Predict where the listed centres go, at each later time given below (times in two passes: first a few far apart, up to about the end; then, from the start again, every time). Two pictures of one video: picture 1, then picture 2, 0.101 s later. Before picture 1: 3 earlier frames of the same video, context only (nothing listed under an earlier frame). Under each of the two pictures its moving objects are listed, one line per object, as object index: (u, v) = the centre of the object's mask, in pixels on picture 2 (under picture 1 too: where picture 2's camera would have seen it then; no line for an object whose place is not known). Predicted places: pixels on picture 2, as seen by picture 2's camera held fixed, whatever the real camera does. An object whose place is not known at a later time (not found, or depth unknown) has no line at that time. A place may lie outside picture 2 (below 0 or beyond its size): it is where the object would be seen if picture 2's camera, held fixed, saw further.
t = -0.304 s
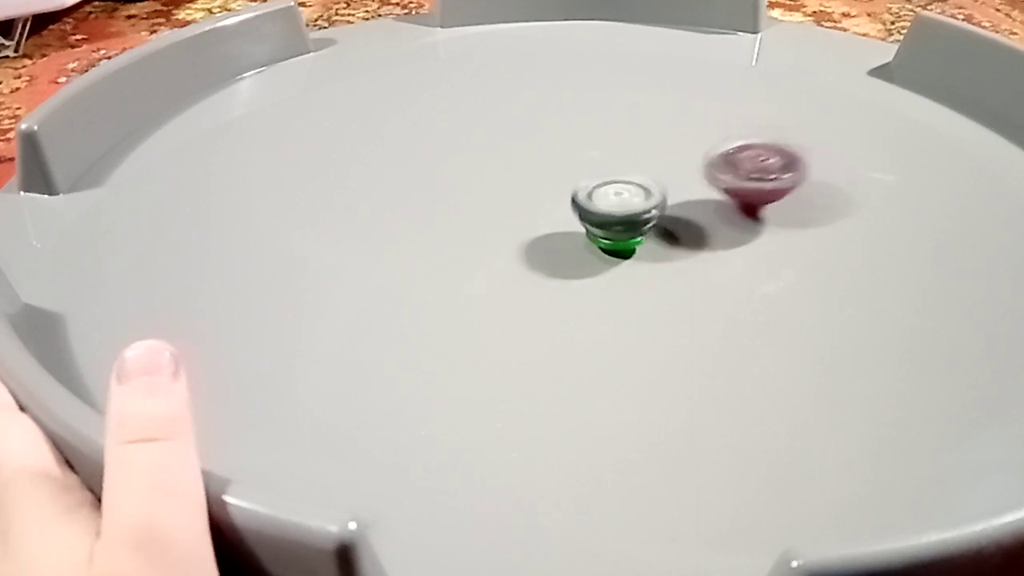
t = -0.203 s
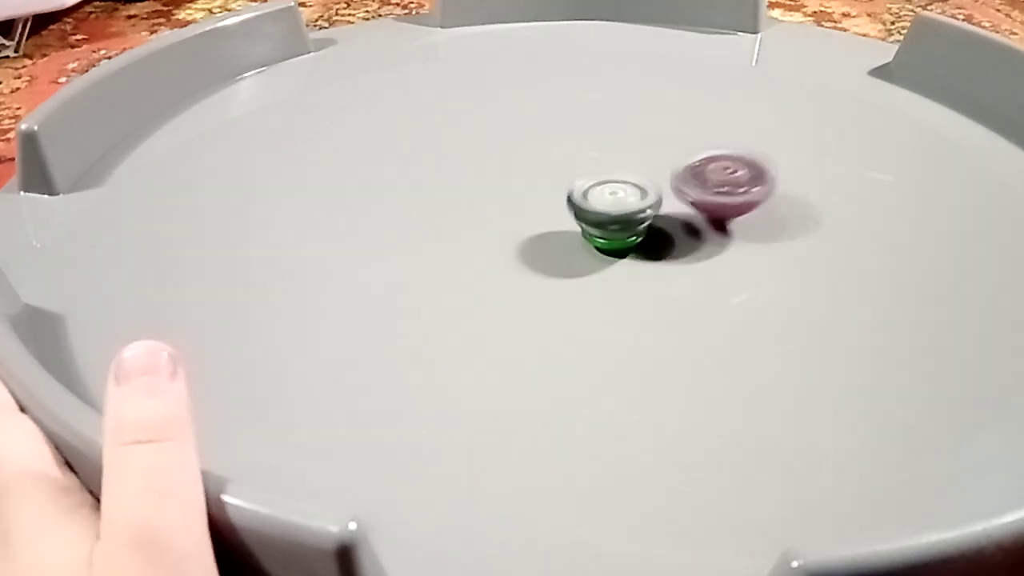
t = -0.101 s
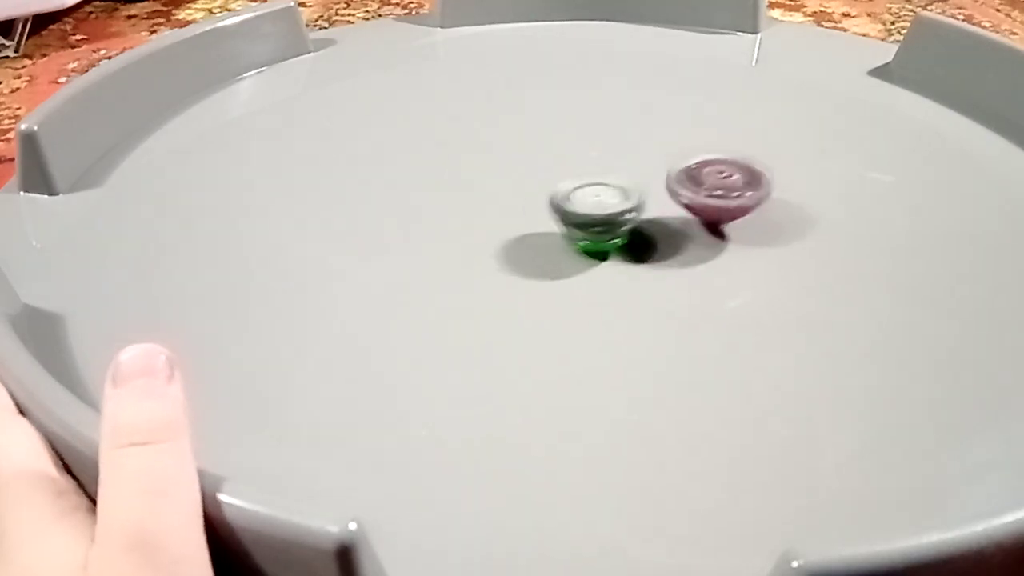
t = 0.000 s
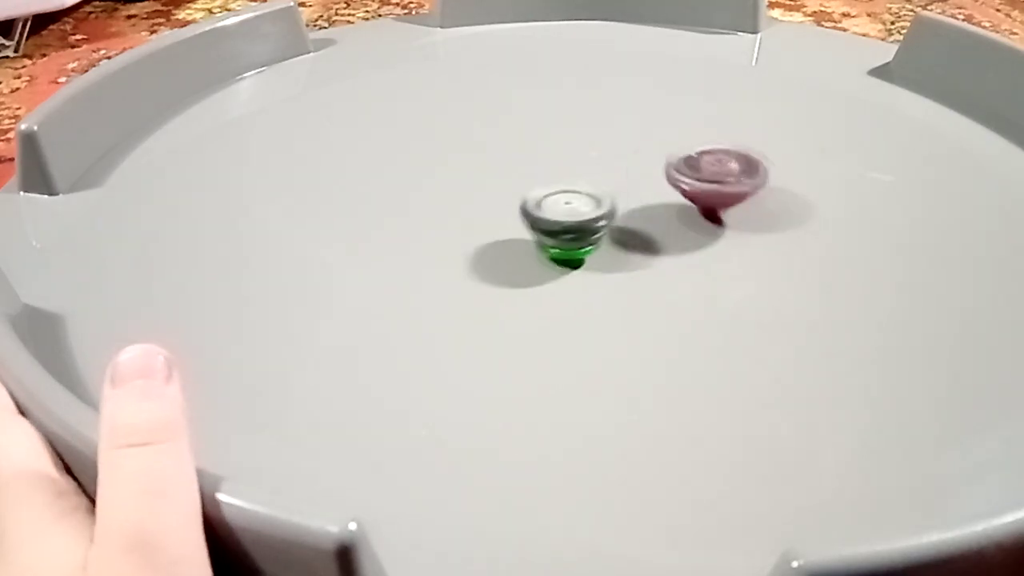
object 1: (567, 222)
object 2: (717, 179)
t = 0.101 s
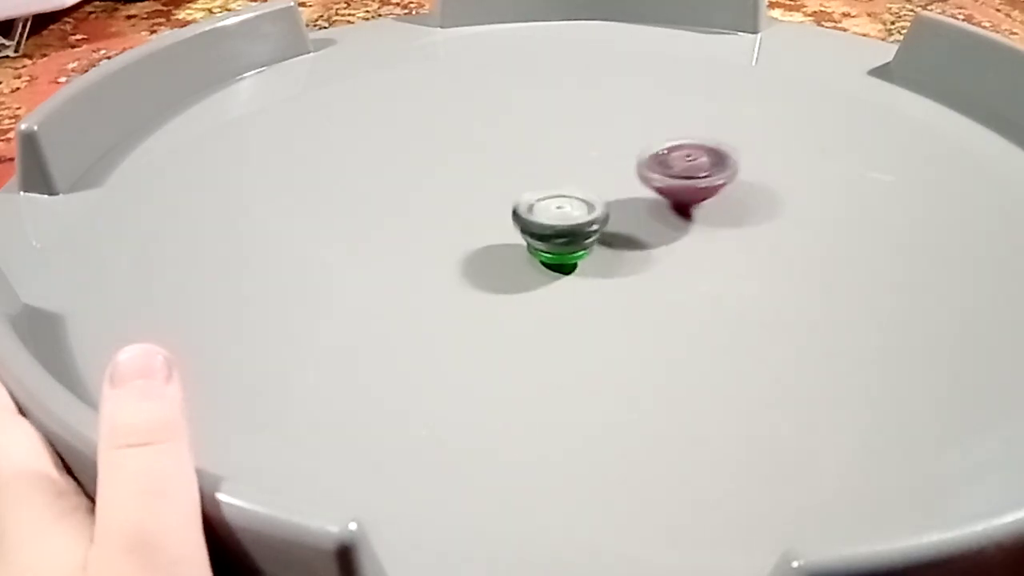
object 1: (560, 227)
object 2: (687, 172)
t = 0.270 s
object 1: (562, 227)
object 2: (653, 192)
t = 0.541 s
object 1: (443, 245)
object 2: (803, 153)
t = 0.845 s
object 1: (368, 217)
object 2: (819, 193)
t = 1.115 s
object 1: (354, 199)
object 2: (733, 193)
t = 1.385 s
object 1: (385, 187)
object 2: (607, 155)
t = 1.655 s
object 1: (447, 174)
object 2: (617, 158)
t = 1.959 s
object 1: (513, 167)
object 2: (623, 177)
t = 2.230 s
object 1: (525, 173)
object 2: (628, 214)
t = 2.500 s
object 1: (513, 164)
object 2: (612, 231)
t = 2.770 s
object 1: (535, 168)
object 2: (583, 236)
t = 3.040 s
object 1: (563, 173)
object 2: (643, 220)
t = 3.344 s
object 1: (554, 180)
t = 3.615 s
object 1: (577, 201)
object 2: (714, 218)
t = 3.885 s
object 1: (606, 218)
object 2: (704, 170)
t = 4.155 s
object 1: (631, 237)
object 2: (650, 171)
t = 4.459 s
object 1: (625, 289)
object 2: (705, 127)
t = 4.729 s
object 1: (591, 315)
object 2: (718, 117)
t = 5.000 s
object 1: (551, 315)
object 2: (641, 133)
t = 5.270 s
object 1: (518, 294)
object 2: (566, 169)
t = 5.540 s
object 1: (511, 259)
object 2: (576, 208)
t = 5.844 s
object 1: (490, 253)
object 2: (610, 175)
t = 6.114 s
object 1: (512, 234)
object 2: (623, 215)
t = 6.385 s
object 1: (531, 216)
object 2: (695, 196)
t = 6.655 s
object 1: (548, 207)
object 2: (692, 185)
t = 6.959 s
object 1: (597, 206)
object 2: (730, 204)
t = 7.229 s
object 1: (636, 209)
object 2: (732, 172)
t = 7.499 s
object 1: (642, 223)
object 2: (708, 174)
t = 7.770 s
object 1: (622, 236)
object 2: (752, 185)
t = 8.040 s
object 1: (587, 237)
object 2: (753, 172)
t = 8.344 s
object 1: (549, 221)
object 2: (679, 162)
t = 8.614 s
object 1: (506, 212)
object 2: (672, 181)
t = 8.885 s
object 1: (461, 214)
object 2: (710, 177)
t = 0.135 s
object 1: (561, 227)
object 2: (679, 174)
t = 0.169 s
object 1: (562, 228)
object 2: (671, 179)
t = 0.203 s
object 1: (563, 228)
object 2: (664, 183)
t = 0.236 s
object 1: (564, 227)
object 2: (656, 189)
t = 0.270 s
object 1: (562, 227)
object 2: (653, 192)
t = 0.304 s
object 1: (536, 232)
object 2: (678, 189)
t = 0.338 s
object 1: (516, 236)
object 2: (700, 183)
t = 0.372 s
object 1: (500, 239)
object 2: (722, 177)
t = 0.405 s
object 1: (486, 243)
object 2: (743, 171)
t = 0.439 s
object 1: (474, 244)
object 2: (762, 168)
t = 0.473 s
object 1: (463, 245)
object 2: (780, 163)
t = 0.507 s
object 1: (453, 246)
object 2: (793, 158)
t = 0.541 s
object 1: (443, 245)
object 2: (803, 153)
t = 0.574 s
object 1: (433, 242)
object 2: (807, 150)
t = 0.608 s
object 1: (423, 239)
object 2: (809, 151)
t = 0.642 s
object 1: (414, 237)
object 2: (813, 152)
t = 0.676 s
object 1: (407, 234)
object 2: (817, 155)
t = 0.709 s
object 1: (398, 231)
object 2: (819, 163)
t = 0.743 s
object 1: (390, 227)
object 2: (819, 169)
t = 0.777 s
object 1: (382, 224)
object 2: (817, 179)
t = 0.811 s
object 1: (375, 220)
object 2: (817, 187)
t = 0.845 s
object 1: (368, 217)
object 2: (819, 193)
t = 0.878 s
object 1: (361, 214)
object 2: (817, 199)
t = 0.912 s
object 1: (355, 210)
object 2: (811, 204)
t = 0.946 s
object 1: (350, 208)
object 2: (801, 206)
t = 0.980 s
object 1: (348, 207)
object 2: (788, 208)
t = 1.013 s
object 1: (348, 204)
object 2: (774, 207)
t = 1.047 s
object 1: (350, 201)
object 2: (758, 203)
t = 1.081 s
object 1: (351, 202)
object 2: (744, 199)
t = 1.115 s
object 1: (354, 199)
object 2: (733, 193)
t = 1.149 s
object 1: (356, 198)
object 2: (721, 187)
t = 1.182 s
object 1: (359, 196)
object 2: (710, 180)
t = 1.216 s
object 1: (363, 194)
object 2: (696, 173)
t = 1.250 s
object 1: (367, 193)
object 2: (680, 165)
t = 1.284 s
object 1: (371, 192)
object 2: (659, 160)
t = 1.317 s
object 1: (375, 190)
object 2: (640, 157)
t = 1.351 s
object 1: (379, 188)
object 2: (621, 156)
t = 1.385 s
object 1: (385, 187)
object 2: (607, 155)
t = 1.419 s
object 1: (390, 186)
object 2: (596, 155)
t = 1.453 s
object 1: (396, 185)
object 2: (590, 155)
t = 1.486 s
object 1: (402, 183)
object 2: (587, 155)
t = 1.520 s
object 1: (410, 183)
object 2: (587, 155)
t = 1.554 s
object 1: (418, 180)
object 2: (591, 156)
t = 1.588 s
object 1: (428, 179)
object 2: (599, 157)
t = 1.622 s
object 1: (437, 176)
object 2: (607, 157)
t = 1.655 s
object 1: (447, 174)
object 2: (617, 158)
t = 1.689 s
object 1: (456, 172)
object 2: (627, 159)
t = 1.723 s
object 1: (466, 171)
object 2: (635, 157)
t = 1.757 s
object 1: (475, 170)
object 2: (637, 155)
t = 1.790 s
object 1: (484, 169)
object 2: (638, 155)
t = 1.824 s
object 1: (494, 169)
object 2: (635, 156)
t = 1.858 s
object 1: (503, 169)
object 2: (630, 160)
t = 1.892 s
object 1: (514, 169)
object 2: (623, 165)
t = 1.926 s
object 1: (519, 169)
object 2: (616, 169)
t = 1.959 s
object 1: (513, 167)
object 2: (623, 177)
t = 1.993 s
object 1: (509, 166)
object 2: (630, 182)
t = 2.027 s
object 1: (508, 167)
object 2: (632, 190)
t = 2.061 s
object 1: (509, 167)
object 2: (632, 197)
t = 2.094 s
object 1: (511, 167)
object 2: (631, 203)
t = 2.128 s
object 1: (514, 168)
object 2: (629, 208)
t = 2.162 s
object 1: (517, 169)
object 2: (628, 211)
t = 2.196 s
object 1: (521, 171)
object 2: (628, 213)
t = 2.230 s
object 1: (525, 173)
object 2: (628, 214)
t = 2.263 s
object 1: (529, 175)
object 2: (627, 214)
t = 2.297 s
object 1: (533, 176)
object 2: (622, 212)
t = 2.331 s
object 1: (536, 178)
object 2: (614, 209)
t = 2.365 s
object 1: (534, 175)
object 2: (613, 212)
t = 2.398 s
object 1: (527, 171)
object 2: (615, 218)
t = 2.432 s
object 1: (521, 167)
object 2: (615, 224)
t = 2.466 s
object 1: (516, 164)
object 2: (614, 228)
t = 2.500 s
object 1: (513, 164)
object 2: (612, 231)
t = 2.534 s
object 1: (511, 164)
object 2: (609, 233)
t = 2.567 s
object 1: (511, 164)
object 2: (605, 235)
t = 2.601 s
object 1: (512, 165)
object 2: (601, 235)
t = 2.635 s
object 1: (515, 166)
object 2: (597, 236)
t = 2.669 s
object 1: (520, 167)
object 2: (594, 236)
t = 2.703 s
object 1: (525, 167)
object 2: (590, 236)
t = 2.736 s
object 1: (530, 167)
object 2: (586, 236)
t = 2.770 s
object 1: (535, 168)
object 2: (583, 236)
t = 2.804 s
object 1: (540, 167)
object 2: (582, 237)
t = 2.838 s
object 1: (545, 167)
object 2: (584, 238)
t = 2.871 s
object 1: (549, 167)
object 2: (589, 238)
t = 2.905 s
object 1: (552, 168)
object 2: (596, 239)
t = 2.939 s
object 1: (555, 169)
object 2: (607, 237)
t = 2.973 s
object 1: (557, 170)
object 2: (620, 232)
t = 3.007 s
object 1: (560, 171)
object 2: (633, 226)
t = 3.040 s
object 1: (563, 173)
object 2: (643, 220)
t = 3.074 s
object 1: (565, 174)
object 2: (653, 213)
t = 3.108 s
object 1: (568, 176)
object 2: (656, 204)
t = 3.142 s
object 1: (569, 177)
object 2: (657, 198)
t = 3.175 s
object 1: (565, 176)
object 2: (662, 194)
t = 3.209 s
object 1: (560, 175)
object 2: (664, 192)
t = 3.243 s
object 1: (556, 176)
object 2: (662, 191)
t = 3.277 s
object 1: (554, 177)
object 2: (660, 192)
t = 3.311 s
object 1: (553, 179)
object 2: (658, 196)
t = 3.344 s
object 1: (554, 180)
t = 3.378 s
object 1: (555, 183)
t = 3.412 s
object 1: (557, 185)
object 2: (661, 214)
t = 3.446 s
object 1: (559, 188)
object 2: (665, 218)
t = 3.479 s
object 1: (562, 191)
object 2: (673, 222)
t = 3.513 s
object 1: (565, 194)
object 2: (683, 224)
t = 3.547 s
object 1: (569, 196)
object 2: (693, 224)
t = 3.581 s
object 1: (573, 199)
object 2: (704, 223)
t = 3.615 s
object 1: (577, 201)
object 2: (714, 218)
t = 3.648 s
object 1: (581, 203)
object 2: (722, 212)
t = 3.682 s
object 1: (585, 205)
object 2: (727, 207)
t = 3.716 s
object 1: (588, 208)
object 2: (730, 201)
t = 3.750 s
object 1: (592, 210)
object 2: (731, 194)
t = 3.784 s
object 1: (595, 212)
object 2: (730, 187)
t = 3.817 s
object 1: (598, 214)
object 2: (724, 179)
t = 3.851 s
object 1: (602, 216)
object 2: (715, 175)
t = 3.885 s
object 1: (606, 218)
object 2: (704, 170)
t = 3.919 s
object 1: (609, 220)
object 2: (692, 168)
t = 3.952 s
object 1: (616, 220)
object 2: (679, 166)
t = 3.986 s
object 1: (619, 221)
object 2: (669, 165)
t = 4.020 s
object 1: (623, 222)
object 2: (661, 164)
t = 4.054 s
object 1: (626, 225)
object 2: (652, 165)
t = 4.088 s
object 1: (628, 228)
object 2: (647, 166)
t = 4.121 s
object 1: (630, 231)
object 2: (646, 169)
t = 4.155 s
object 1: (631, 237)
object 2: (650, 171)
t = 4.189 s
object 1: (632, 246)
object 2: (657, 169)
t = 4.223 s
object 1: (634, 253)
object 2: (665, 168)
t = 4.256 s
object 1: (636, 260)
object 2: (671, 162)
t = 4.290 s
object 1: (636, 266)
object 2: (676, 156)
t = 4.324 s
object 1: (635, 272)
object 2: (681, 149)
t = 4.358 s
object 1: (634, 277)
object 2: (686, 143)
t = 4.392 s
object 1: (632, 280)
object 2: (692, 137)
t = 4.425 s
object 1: (629, 285)
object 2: (698, 132)
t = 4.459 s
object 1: (625, 289)
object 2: (705, 127)
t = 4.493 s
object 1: (621, 294)
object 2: (710, 124)
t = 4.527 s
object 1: (618, 298)
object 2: (714, 122)
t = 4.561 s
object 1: (613, 302)
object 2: (718, 119)
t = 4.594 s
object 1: (608, 306)
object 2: (721, 118)
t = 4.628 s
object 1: (604, 308)
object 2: (722, 117)
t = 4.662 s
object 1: (600, 311)
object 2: (722, 117)
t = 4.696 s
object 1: (595, 313)
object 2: (721, 116)
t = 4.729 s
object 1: (591, 315)
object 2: (718, 117)
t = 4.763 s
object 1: (587, 317)
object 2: (713, 118)
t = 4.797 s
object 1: (582, 318)
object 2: (705, 119)
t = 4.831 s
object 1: (576, 318)
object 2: (697, 120)
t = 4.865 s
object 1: (571, 319)
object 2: (687, 122)
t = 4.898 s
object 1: (566, 318)
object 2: (676, 123)
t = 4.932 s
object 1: (560, 318)
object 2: (665, 125)
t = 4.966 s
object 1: (555, 316)
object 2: (653, 129)
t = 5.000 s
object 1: (551, 315)
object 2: (641, 133)
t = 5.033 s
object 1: (546, 313)
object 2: (629, 136)
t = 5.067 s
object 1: (542, 311)
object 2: (618, 140)
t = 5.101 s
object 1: (538, 309)
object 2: (607, 144)
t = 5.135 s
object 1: (534, 307)
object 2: (596, 149)
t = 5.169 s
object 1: (530, 303)
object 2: (586, 154)
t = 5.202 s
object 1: (525, 300)
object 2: (578, 159)
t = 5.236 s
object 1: (521, 296)
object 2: (571, 164)
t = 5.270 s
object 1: (518, 294)
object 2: (566, 169)
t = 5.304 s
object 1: (514, 288)
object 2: (562, 175)
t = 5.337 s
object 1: (512, 284)
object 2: (559, 181)
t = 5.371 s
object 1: (510, 280)
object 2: (557, 187)
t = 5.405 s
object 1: (509, 275)
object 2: (556, 193)
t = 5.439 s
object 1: (508, 268)
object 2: (558, 198)
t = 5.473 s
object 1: (509, 267)
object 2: (562, 203)
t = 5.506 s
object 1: (510, 263)
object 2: (570, 207)
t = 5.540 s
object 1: (511, 259)
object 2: (576, 208)
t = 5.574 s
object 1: (513, 254)
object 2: (580, 208)
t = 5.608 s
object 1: (513, 252)
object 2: (582, 206)
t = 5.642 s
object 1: (500, 254)
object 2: (593, 198)
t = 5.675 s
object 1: (491, 255)
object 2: (601, 191)
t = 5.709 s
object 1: (488, 257)
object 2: (605, 184)
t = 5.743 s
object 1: (487, 256)
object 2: (608, 178)
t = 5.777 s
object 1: (488, 255)
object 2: (609, 174)
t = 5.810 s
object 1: (489, 254)
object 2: (609, 174)
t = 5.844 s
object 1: (490, 253)
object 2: (610, 175)
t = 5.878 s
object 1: (491, 251)
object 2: (611, 178)
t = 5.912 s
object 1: (493, 249)
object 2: (611, 182)
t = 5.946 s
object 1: (495, 246)
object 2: (612, 187)
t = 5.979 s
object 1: (497, 244)
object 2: (613, 192)
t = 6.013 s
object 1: (501, 241)
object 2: (615, 198)
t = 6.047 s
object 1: (504, 238)
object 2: (617, 204)
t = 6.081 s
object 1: (508, 236)
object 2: (619, 208)
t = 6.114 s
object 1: (512, 234)
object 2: (623, 215)
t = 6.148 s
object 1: (517, 232)
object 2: (629, 218)
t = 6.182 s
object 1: (523, 230)
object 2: (636, 220)
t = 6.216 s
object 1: (530, 228)
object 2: (643, 219)
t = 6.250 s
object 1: (536, 227)
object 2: (647, 216)
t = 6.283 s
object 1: (544, 224)
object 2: (647, 215)
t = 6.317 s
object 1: (543, 221)
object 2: (660, 206)
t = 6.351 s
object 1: (536, 218)
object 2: (681, 201)
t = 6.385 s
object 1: (531, 216)
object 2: (695, 196)
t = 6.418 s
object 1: (529, 213)
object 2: (704, 191)
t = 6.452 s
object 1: (529, 211)
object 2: (707, 187)
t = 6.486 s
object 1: (529, 210)
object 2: (706, 184)
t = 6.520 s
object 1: (532, 209)
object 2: (703, 181)
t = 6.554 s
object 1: (535, 208)
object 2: (699, 180)
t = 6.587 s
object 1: (539, 207)
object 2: (695, 181)
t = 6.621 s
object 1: (543, 207)
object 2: (694, 183)
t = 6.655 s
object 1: (548, 207)
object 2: (692, 185)
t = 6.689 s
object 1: (553, 206)
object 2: (691, 188)
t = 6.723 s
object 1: (558, 206)
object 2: (692, 192)
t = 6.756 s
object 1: (563, 205)
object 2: (693, 195)
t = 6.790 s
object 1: (568, 206)
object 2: (697, 201)
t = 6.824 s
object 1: (574, 205)
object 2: (702, 204)
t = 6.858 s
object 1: (579, 205)
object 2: (710, 206)
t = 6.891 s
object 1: (584, 205)
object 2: (719, 209)
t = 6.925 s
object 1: (590, 205)
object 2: (725, 206)
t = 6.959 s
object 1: (597, 206)
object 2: (730, 204)
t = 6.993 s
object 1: (604, 205)
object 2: (733, 201)
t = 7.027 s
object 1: (612, 205)
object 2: (735, 197)
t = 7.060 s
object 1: (619, 206)
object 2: (735, 194)
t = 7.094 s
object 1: (627, 206)
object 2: (734, 189)
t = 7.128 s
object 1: (634, 206)
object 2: (730, 189)
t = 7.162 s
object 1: (634, 205)
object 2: (736, 180)
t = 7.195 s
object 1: (634, 208)
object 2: (736, 176)
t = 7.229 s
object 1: (636, 209)
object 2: (732, 172)
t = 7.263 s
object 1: (639, 211)
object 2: (726, 170)
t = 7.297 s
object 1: (644, 211)
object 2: (718, 170)
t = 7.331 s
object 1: (645, 212)
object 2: (712, 169)
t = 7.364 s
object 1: (643, 215)
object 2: (707, 169)
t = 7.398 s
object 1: (642, 218)
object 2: (704, 170)
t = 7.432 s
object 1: (641, 220)
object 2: (703, 170)
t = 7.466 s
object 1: (641, 222)
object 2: (706, 172)
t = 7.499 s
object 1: (642, 223)
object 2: (708, 174)
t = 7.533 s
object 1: (642, 224)
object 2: (712, 176)
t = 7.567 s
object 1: (641, 226)
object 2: (716, 179)
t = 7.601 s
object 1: (638, 229)
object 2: (721, 181)
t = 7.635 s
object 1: (634, 231)
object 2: (727, 183)
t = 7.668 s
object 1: (632, 233)
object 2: (735, 183)
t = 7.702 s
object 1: (629, 234)
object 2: (741, 184)
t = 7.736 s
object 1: (626, 235)
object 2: (747, 185)
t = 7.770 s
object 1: (622, 236)
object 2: (752, 185)
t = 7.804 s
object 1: (618, 237)
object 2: (756, 186)
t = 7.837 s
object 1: (614, 238)
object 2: (760, 185)
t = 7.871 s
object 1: (610, 238)
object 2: (764, 184)
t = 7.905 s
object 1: (606, 239)
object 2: (765, 183)
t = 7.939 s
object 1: (601, 239)
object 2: (765, 181)
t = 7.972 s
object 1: (596, 238)
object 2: (762, 179)
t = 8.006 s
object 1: (591, 237)
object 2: (758, 175)
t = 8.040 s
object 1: (587, 237)
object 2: (753, 172)
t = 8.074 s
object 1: (582, 235)
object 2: (747, 171)
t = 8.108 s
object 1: (577, 233)
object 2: (740, 170)
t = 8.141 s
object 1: (571, 231)
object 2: (733, 168)
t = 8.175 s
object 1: (565, 229)
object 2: (725, 166)
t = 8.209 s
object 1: (562, 228)
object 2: (716, 165)
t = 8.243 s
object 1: (557, 226)
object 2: (707, 164)
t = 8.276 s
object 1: (554, 225)
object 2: (699, 163)
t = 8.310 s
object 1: (551, 223)
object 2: (690, 162)
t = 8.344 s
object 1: (549, 221)
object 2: (679, 162)
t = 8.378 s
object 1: (547, 220)
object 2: (669, 166)
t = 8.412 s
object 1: (547, 219)
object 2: (662, 168)
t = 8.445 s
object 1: (547, 217)
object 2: (654, 170)
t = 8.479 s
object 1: (546, 215)
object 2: (646, 174)
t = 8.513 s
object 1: (546, 212)
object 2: (639, 179)
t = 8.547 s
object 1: (547, 211)
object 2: (638, 184)
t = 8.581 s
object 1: (528, 211)
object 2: (655, 181)
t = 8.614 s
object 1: (506, 212)
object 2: (672, 181)
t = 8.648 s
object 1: (491, 215)
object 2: (685, 181)
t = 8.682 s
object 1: (480, 217)
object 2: (694, 179)
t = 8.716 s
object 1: (473, 219)
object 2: (700, 179)
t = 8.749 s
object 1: (467, 219)
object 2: (703, 180)
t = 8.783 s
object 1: (465, 219)
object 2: (707, 177)
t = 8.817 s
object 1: (463, 218)
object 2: (709, 177)
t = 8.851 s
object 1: (462, 217)
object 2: (710, 177)
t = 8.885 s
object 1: (461, 214)
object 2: (710, 177)
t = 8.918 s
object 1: (461, 212)
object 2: (709, 176)
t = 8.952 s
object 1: (460, 209)
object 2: (706, 176)
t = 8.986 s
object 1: (460, 207)
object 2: (701, 177)
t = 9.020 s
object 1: (461, 206)
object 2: (697, 177)
